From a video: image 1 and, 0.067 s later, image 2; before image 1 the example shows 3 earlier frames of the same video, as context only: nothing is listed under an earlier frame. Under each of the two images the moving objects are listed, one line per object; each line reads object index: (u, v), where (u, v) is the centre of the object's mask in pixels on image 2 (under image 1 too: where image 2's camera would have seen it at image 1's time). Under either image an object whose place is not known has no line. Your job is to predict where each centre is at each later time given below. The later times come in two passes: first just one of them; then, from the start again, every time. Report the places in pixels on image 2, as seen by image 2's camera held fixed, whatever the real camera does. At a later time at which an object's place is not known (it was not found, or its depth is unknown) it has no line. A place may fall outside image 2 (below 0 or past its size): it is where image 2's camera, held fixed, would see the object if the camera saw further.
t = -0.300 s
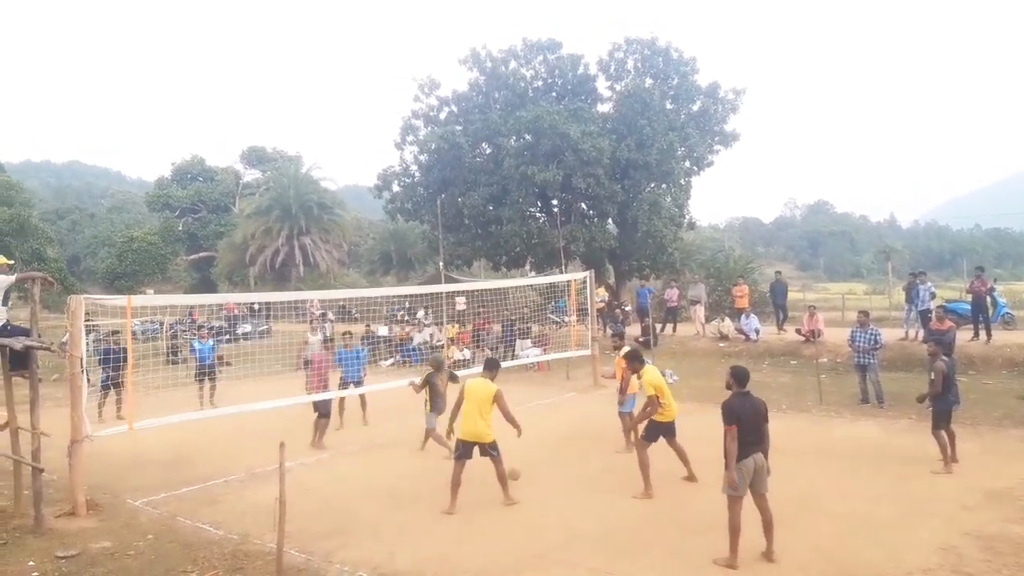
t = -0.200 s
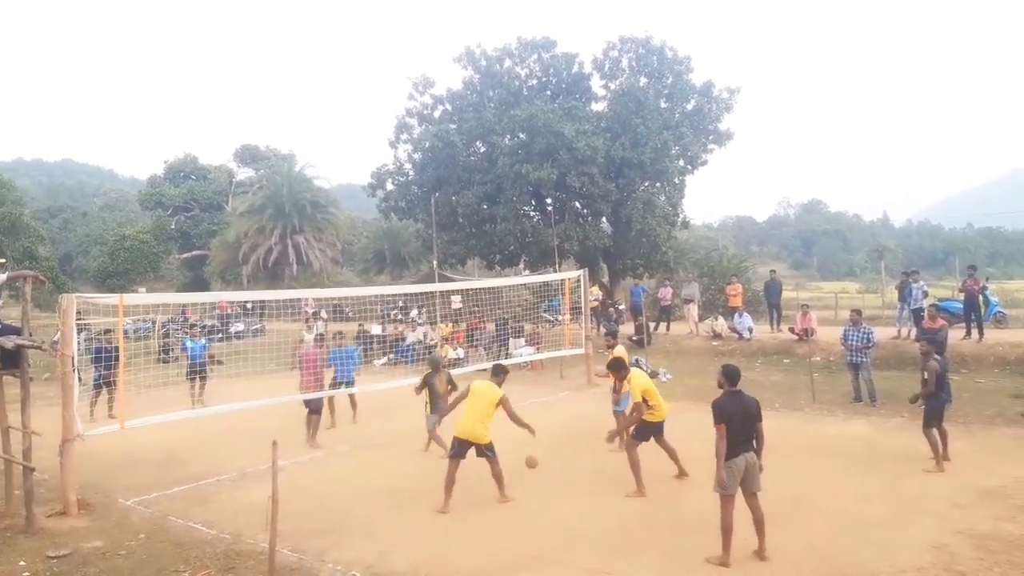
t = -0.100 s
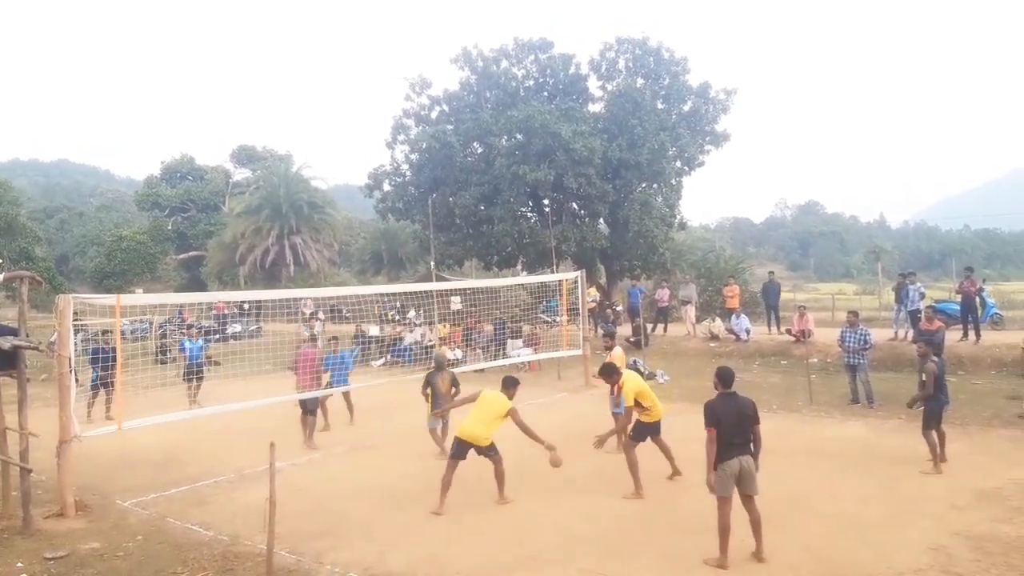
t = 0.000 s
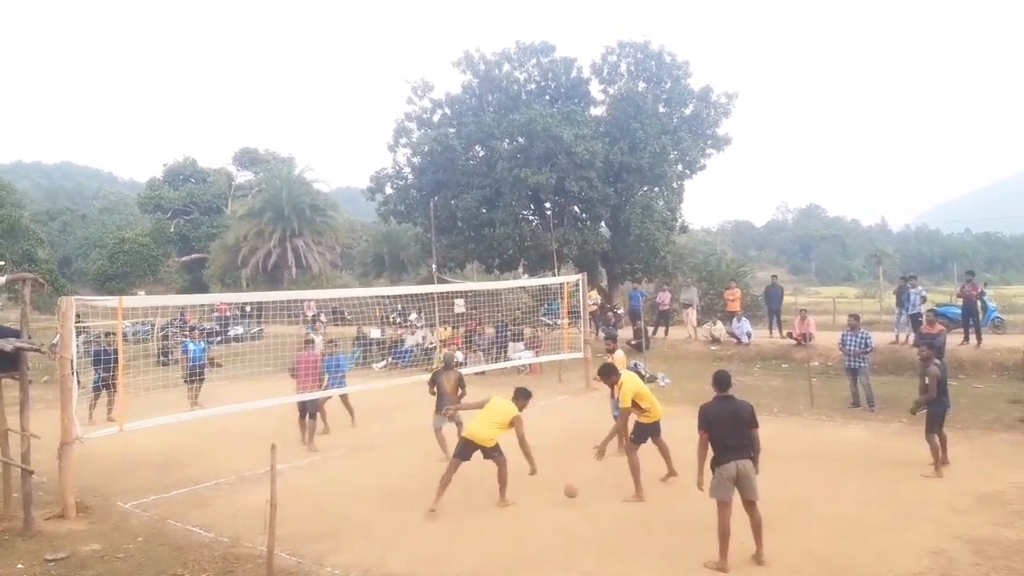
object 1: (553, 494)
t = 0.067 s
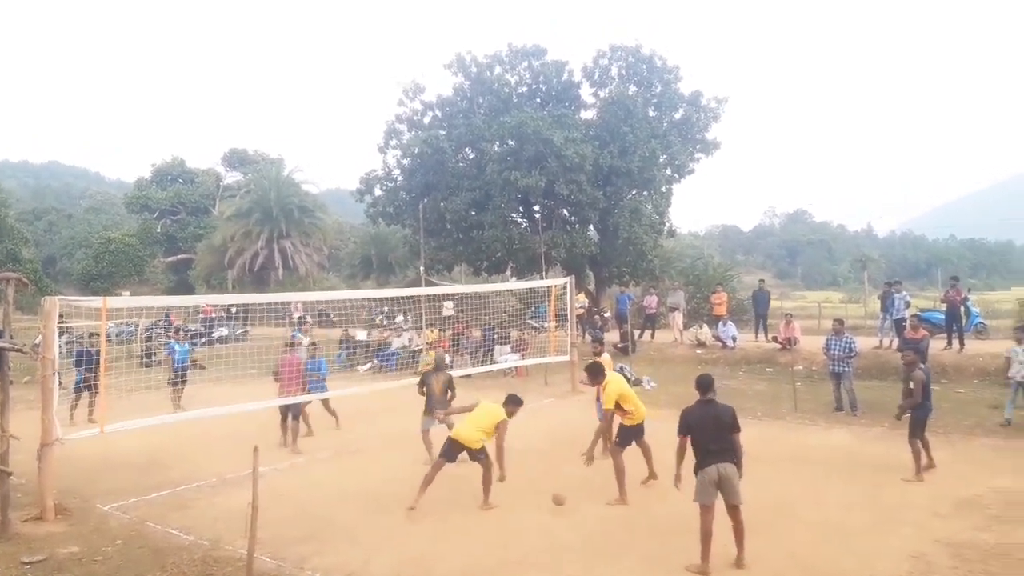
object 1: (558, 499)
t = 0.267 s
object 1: (559, 469)
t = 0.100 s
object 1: (558, 492)
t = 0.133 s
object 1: (558, 487)
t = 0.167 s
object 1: (558, 481)
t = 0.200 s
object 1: (559, 476)
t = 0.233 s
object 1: (558, 472)
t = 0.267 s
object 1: (559, 469)
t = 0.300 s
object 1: (558, 467)
